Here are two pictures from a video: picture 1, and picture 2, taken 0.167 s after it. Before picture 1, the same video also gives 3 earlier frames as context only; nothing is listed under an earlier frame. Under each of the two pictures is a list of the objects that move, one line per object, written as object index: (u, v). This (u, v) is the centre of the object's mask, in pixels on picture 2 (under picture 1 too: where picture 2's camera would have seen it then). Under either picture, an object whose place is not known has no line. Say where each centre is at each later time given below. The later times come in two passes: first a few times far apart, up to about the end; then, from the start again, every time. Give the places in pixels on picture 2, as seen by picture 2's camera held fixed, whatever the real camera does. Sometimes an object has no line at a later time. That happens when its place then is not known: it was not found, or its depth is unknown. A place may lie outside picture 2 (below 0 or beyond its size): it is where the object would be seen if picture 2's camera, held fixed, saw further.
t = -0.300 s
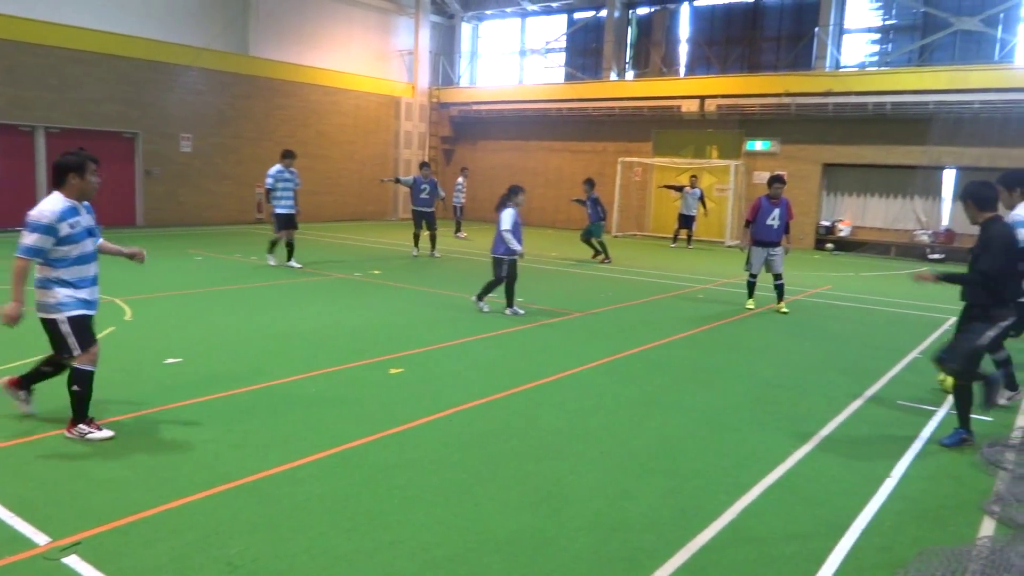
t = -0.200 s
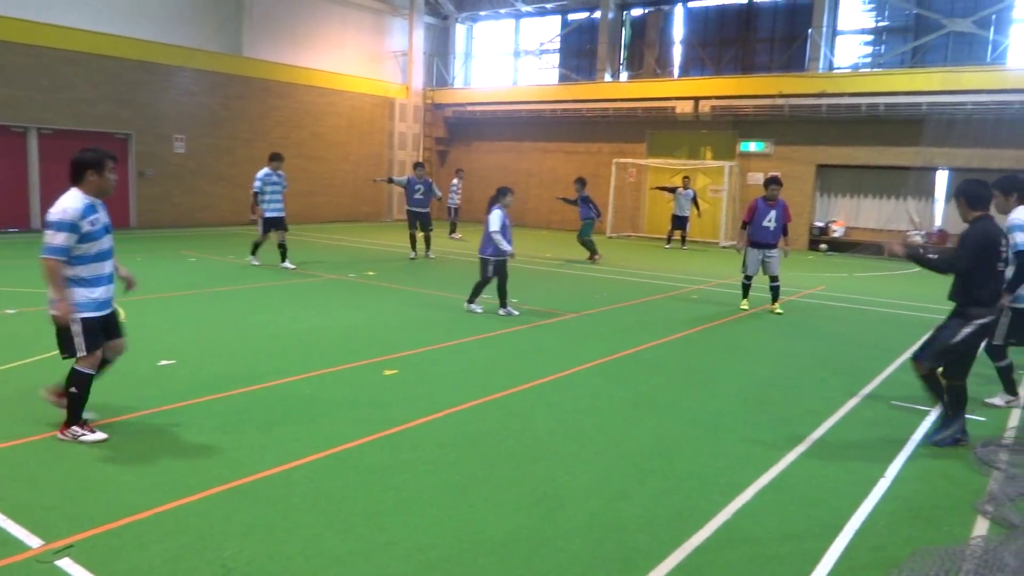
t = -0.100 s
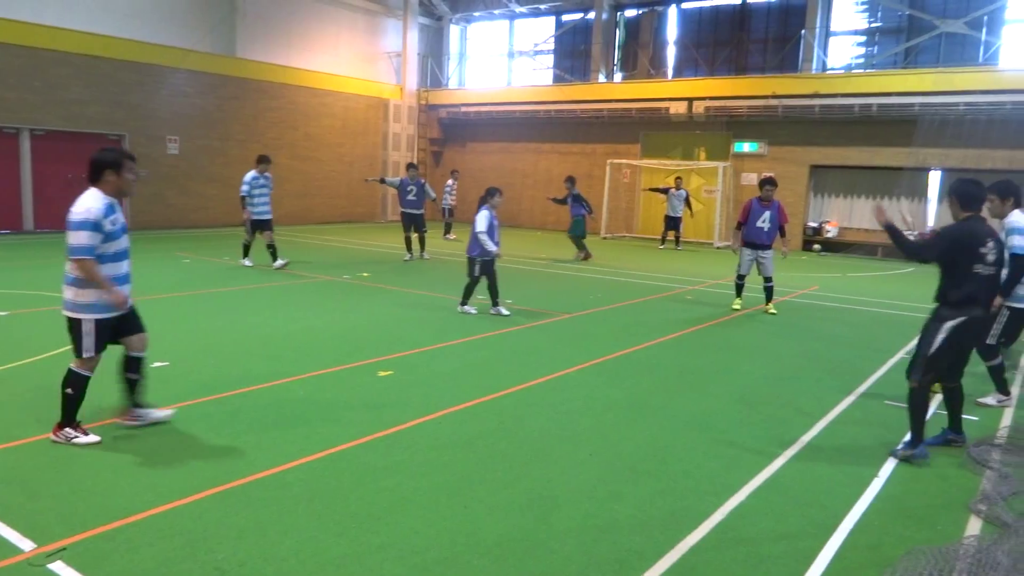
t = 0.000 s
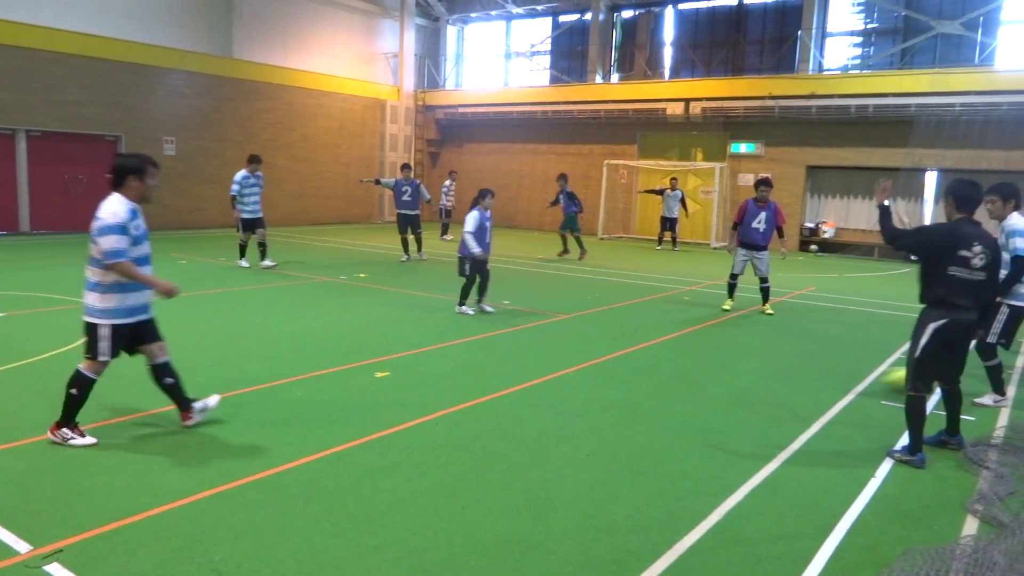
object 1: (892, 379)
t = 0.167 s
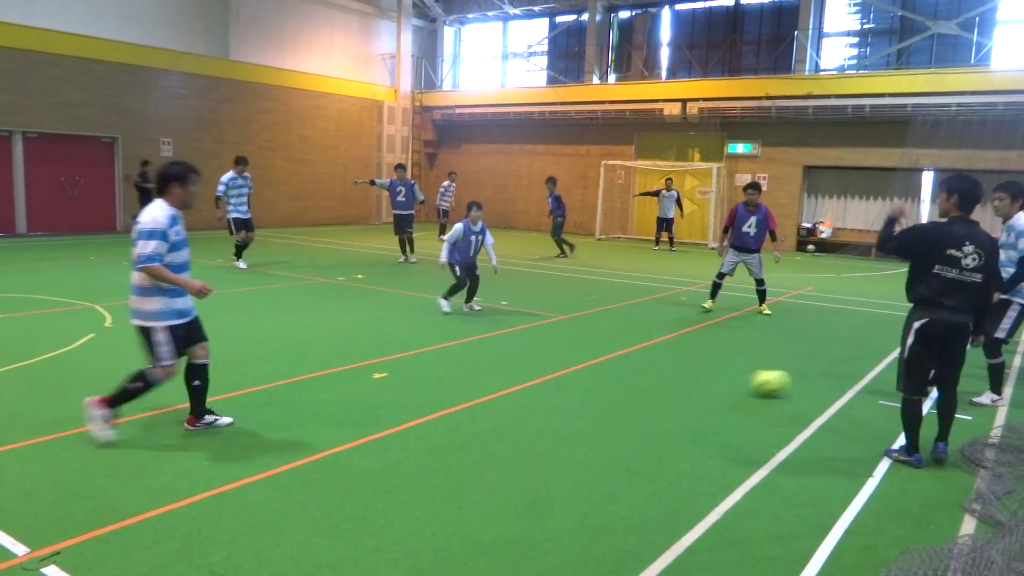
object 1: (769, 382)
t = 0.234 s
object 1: (719, 384)
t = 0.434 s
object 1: (571, 390)
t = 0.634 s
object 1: (430, 395)
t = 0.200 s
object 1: (743, 383)
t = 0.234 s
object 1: (719, 384)
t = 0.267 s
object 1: (693, 385)
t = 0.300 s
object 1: (669, 386)
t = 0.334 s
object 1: (644, 387)
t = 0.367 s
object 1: (620, 388)
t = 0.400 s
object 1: (596, 389)
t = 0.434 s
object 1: (571, 390)
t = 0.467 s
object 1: (547, 390)
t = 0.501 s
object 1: (523, 391)
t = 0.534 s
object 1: (500, 392)
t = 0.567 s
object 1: (475, 392)
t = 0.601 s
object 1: (452, 393)
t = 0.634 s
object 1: (430, 395)
